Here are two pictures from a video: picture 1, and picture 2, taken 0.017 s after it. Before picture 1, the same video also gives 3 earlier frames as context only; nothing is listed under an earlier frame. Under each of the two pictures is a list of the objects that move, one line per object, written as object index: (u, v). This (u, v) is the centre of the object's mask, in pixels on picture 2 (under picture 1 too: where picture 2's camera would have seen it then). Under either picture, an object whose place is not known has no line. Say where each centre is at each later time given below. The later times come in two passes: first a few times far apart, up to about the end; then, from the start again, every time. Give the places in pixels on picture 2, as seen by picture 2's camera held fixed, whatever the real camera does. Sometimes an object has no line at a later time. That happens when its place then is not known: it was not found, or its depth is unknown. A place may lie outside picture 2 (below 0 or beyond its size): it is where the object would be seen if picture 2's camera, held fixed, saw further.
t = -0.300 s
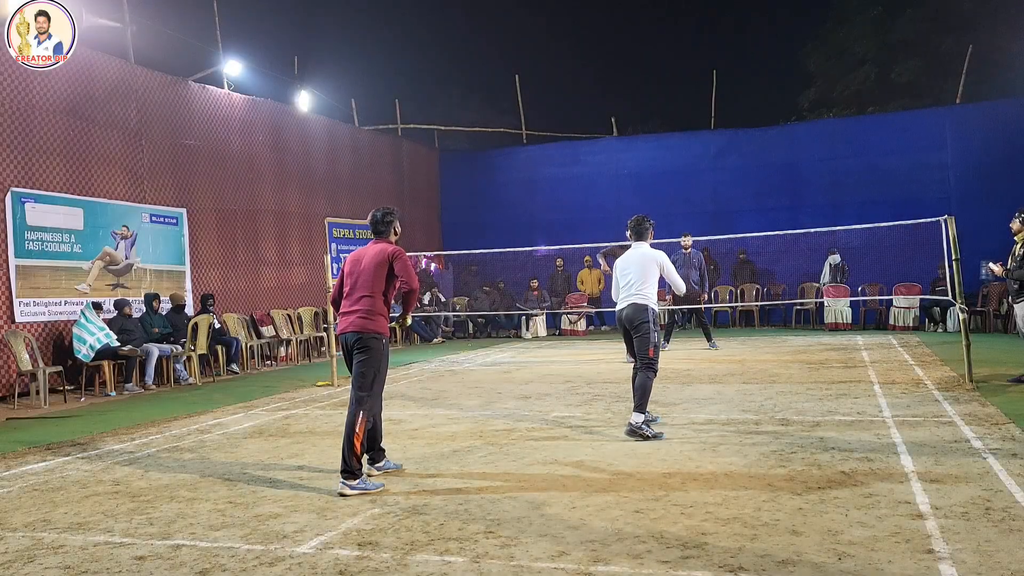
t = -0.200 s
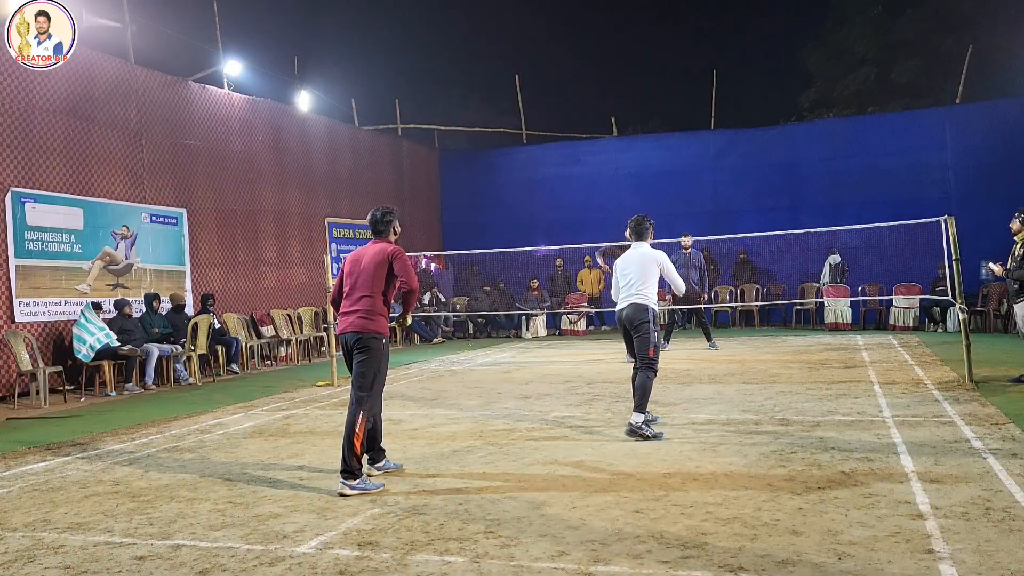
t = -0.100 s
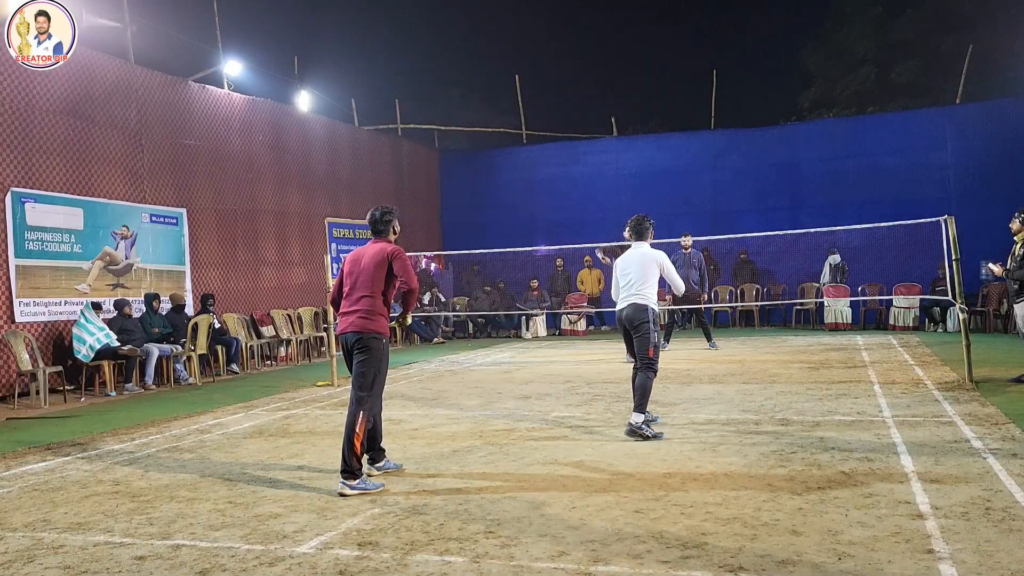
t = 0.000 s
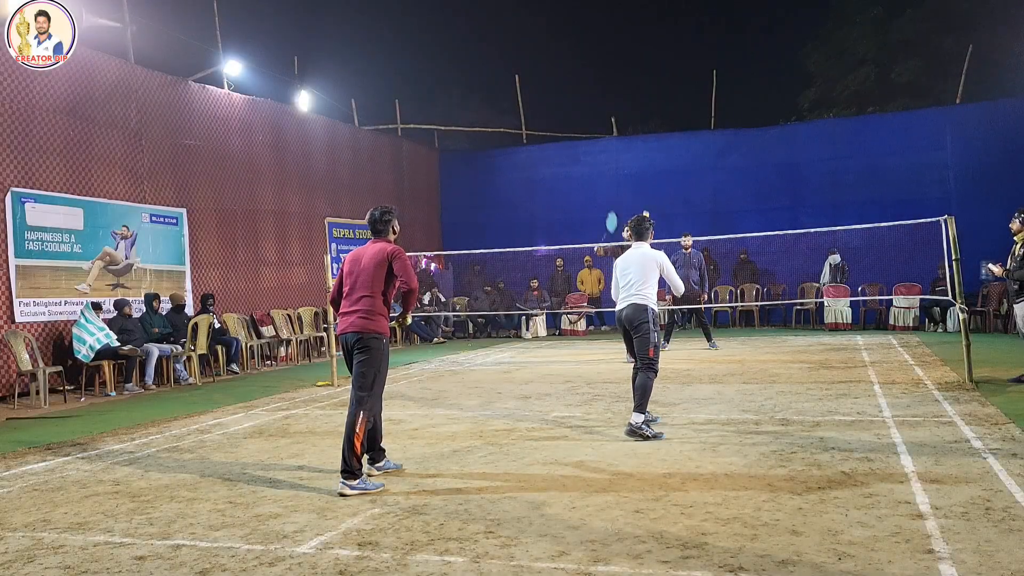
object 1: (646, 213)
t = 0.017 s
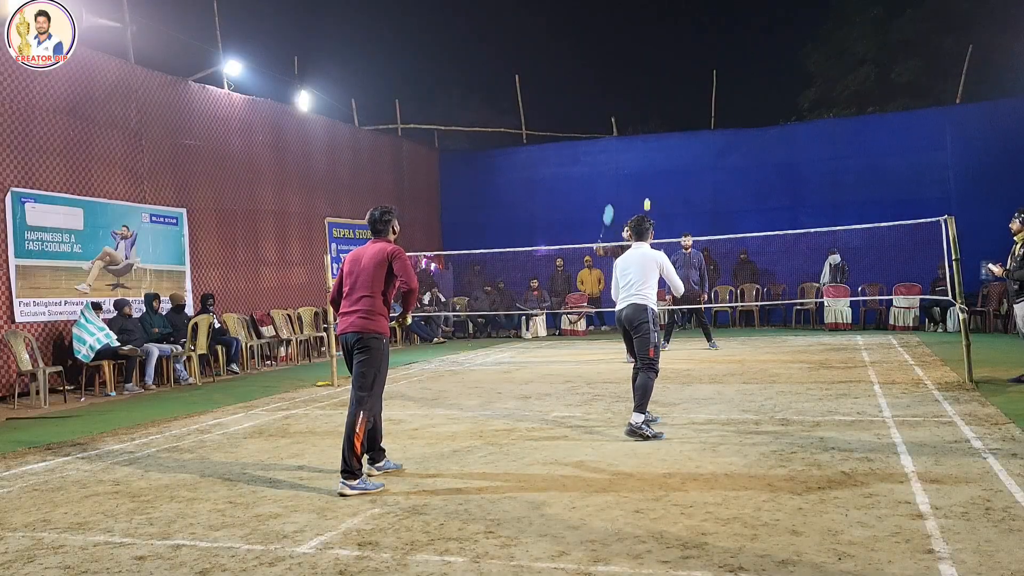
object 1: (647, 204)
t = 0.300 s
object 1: (677, 59)
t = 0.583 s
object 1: (705, 14)
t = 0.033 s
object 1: (648, 193)
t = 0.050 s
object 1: (649, 181)
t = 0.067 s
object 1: (652, 171)
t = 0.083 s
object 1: (654, 161)
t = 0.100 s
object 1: (656, 151)
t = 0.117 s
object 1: (658, 141)
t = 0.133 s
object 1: (659, 132)
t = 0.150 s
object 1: (661, 123)
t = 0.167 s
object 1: (663, 115)
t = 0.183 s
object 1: (664, 107)
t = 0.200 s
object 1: (666, 99)
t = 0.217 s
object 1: (668, 92)
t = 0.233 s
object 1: (670, 85)
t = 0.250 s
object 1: (671, 78)
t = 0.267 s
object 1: (673, 71)
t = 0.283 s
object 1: (675, 65)
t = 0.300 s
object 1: (677, 59)
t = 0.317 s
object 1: (678, 54)
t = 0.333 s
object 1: (680, 49)
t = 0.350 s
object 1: (681, 44)
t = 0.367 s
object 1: (683, 39)
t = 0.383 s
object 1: (685, 35)
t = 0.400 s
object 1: (687, 32)
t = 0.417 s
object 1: (688, 28)
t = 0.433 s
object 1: (690, 25)
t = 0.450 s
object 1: (691, 23)
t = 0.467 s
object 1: (693, 20)
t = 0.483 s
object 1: (694, 18)
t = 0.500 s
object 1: (696, 16)
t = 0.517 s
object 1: (698, 15)
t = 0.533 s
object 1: (700, 14)
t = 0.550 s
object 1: (701, 13)
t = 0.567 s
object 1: (703, 13)
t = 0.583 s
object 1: (705, 14)
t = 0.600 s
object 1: (706, 14)
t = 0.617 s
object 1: (708, 15)
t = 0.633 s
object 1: (709, 17)
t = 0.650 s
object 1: (711, 19)
